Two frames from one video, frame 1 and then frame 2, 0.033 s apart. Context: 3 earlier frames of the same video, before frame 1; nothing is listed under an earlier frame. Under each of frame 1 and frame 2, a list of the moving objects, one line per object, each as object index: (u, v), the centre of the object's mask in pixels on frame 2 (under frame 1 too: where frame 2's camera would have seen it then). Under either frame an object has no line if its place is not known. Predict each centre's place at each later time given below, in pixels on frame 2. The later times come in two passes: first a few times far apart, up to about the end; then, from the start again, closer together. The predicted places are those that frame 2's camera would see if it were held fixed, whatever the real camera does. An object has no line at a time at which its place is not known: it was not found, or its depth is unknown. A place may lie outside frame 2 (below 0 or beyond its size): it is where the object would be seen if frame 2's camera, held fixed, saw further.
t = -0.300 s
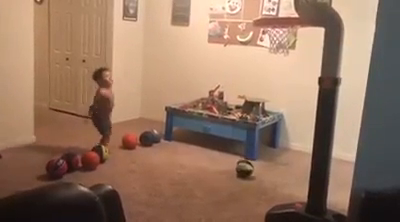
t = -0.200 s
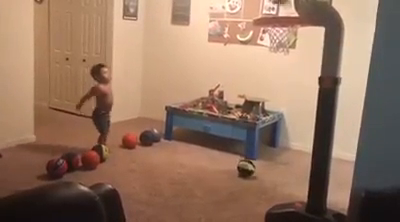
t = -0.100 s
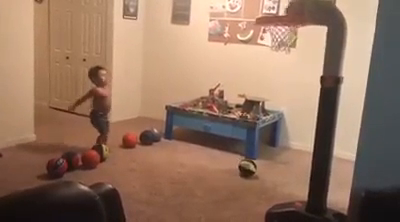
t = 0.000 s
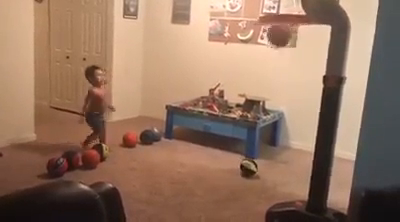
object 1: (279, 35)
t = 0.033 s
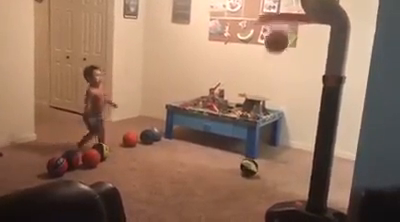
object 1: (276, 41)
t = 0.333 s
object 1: (246, 162)
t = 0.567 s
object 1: (229, 167)
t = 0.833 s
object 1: (208, 161)
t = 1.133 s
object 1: (183, 191)
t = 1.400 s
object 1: (160, 205)
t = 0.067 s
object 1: (274, 49)
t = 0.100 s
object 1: (270, 58)
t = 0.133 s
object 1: (267, 68)
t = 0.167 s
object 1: (264, 80)
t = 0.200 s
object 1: (261, 93)
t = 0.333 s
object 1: (246, 162)
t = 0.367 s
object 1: (243, 181)
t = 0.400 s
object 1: (240, 209)
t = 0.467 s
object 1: (235, 191)
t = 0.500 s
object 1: (233, 182)
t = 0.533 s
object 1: (231, 173)
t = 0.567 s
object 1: (229, 167)
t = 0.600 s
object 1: (227, 161)
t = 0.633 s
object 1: (225, 156)
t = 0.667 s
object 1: (222, 154)
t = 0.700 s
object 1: (219, 152)
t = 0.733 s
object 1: (217, 152)
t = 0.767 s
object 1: (214, 153)
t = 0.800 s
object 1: (211, 156)
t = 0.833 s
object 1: (208, 161)
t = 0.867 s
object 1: (205, 166)
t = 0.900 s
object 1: (202, 173)
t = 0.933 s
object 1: (199, 180)
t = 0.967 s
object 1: (195, 191)
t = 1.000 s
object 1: (192, 202)
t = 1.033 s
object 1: (189, 206)
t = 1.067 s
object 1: (187, 199)
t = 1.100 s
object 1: (185, 195)
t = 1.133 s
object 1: (183, 191)
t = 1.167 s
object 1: (180, 188)
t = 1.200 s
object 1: (178, 187)
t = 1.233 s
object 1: (175, 187)
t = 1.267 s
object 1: (172, 189)
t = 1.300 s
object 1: (169, 192)
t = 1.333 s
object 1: (166, 197)
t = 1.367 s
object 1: (163, 202)
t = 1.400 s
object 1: (160, 205)
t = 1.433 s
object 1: (158, 203)
